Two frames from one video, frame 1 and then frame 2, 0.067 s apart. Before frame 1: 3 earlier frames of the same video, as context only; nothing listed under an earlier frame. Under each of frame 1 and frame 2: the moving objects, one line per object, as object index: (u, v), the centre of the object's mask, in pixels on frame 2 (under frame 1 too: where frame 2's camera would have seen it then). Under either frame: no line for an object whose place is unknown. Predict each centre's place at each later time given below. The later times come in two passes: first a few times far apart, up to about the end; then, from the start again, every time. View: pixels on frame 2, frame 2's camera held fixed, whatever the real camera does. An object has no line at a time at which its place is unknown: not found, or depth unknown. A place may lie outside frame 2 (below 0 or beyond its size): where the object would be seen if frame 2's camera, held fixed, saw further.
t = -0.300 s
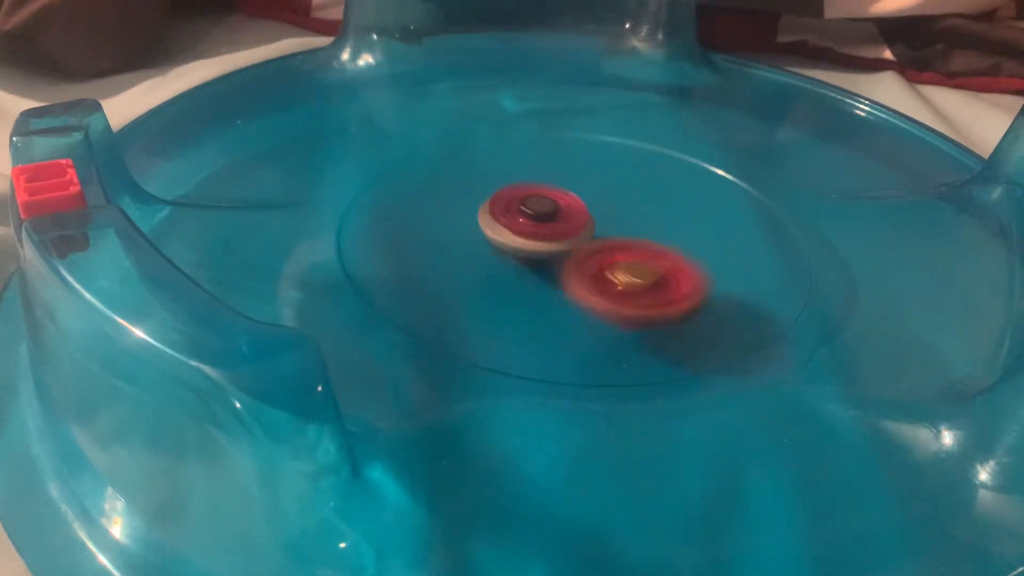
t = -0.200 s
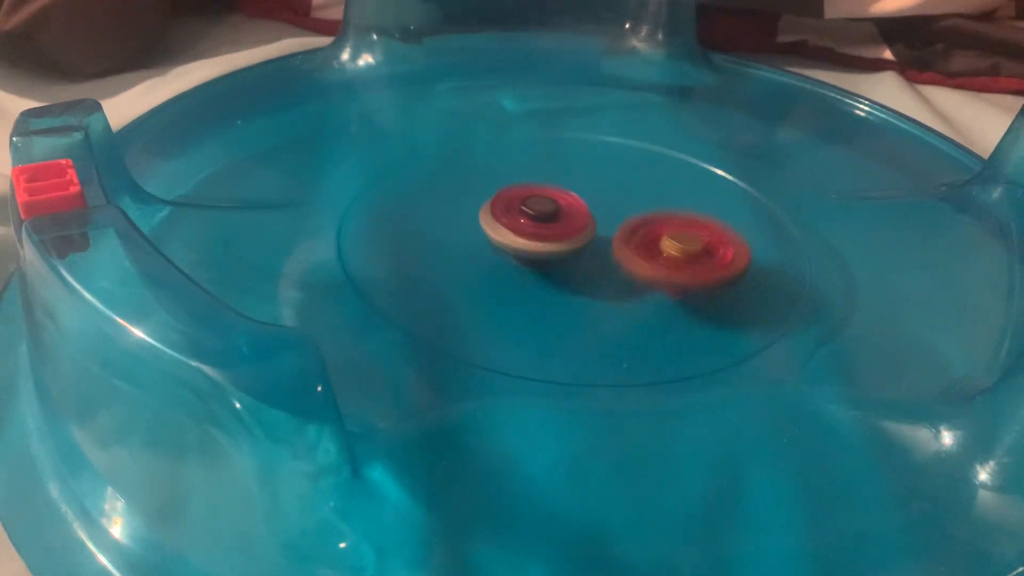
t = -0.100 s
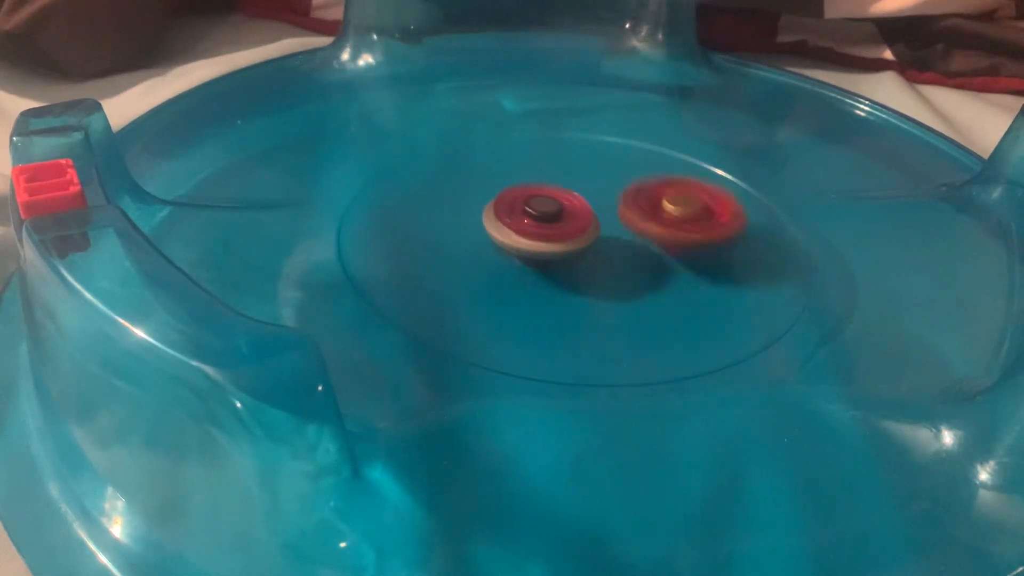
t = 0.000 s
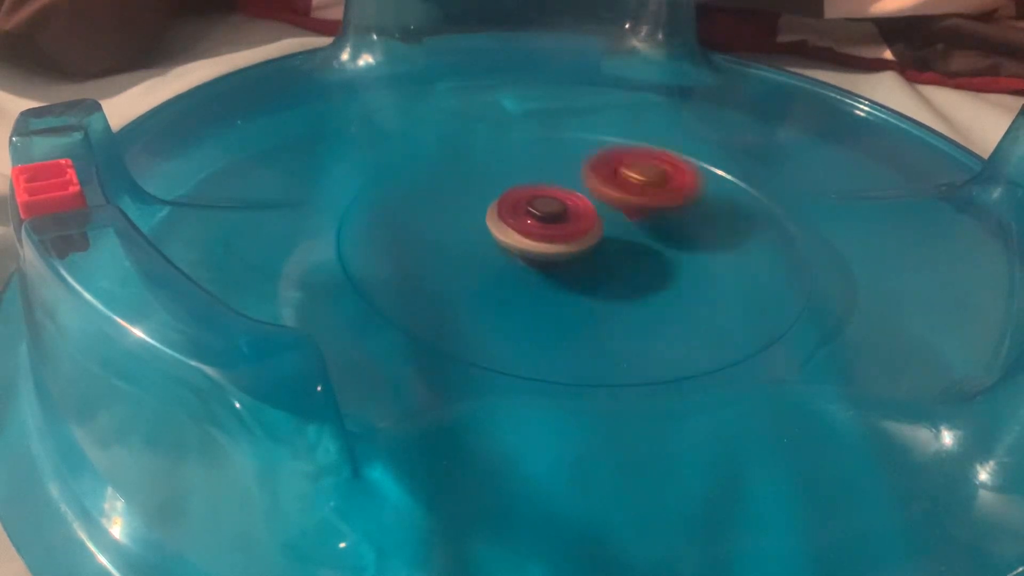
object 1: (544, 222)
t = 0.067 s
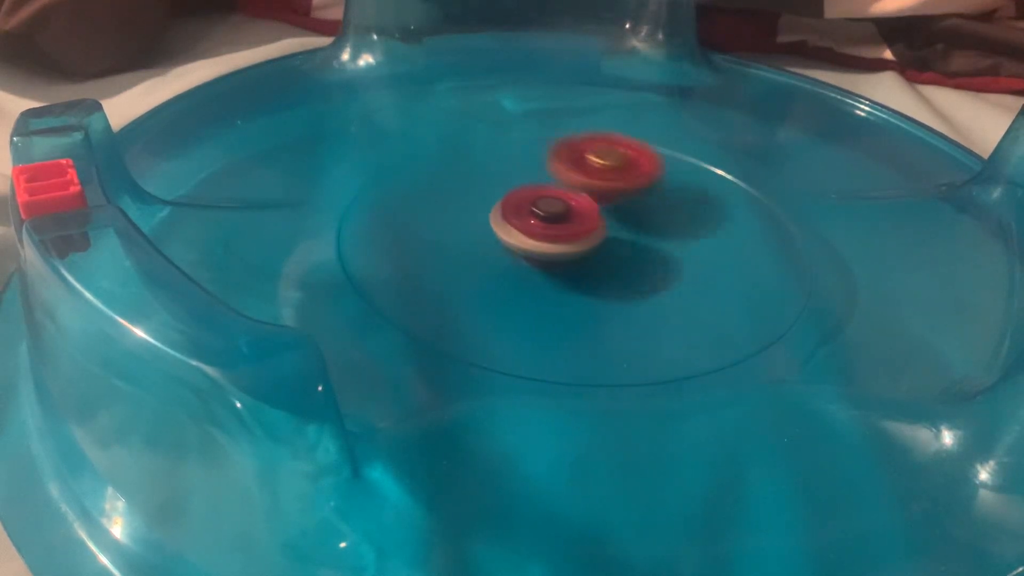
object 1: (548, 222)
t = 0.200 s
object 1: (555, 222)
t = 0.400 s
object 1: (562, 220)
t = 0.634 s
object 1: (562, 219)
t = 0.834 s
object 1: (557, 218)
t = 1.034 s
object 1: (519, 207)
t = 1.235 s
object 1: (489, 205)
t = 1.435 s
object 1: (483, 209)
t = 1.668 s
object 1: (461, 223)
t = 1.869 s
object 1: (469, 240)
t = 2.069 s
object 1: (489, 250)
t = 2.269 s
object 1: (514, 278)
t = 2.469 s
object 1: (542, 283)
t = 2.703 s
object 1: (569, 277)
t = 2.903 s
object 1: (631, 317)
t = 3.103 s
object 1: (749, 423)
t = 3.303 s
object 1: (740, 454)
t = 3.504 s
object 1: (691, 466)
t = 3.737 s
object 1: (625, 449)
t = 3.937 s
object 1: (582, 410)
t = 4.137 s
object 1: (575, 365)
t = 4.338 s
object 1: (606, 297)
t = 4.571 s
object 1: (577, 132)
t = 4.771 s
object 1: (536, 89)
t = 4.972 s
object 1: (470, 86)
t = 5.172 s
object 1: (520, 233)
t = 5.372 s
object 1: (720, 267)
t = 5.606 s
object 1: (756, 268)
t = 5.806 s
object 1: (704, 269)
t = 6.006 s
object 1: (560, 242)
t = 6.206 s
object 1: (544, 244)
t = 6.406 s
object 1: (544, 239)
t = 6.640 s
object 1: (542, 261)
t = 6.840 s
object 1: (536, 271)
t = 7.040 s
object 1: (525, 281)
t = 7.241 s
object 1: (523, 288)
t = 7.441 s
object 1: (558, 265)
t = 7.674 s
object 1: (624, 243)
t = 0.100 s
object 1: (550, 223)
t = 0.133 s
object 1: (551, 222)
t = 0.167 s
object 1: (553, 222)
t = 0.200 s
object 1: (555, 222)
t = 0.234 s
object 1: (556, 222)
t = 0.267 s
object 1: (558, 222)
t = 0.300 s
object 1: (559, 221)
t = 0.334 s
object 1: (560, 221)
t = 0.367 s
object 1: (561, 220)
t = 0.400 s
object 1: (562, 220)
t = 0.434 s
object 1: (562, 220)
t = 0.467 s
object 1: (563, 220)
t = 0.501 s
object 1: (563, 219)
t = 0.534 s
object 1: (562, 219)
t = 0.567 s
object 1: (562, 219)
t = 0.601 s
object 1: (562, 219)
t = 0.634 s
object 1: (562, 219)
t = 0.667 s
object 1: (561, 218)
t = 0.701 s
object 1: (561, 217)
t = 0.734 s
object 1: (560, 217)
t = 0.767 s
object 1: (559, 217)
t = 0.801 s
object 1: (558, 217)
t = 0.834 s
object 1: (557, 218)
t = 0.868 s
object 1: (556, 219)
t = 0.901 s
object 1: (554, 219)
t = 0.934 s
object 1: (554, 220)
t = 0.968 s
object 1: (552, 221)
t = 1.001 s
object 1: (538, 213)
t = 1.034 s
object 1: (519, 207)
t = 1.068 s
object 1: (508, 203)
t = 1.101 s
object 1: (501, 202)
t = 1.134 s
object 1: (498, 202)
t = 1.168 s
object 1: (495, 203)
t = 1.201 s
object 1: (492, 204)
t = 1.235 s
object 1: (489, 205)
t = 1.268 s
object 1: (487, 206)
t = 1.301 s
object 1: (485, 207)
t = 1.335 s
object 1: (484, 207)
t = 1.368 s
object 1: (484, 208)
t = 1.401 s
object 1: (483, 209)
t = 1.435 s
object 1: (483, 209)
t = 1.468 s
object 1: (483, 210)
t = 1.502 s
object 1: (484, 211)
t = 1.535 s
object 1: (485, 211)
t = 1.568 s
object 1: (481, 213)
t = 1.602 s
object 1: (467, 217)
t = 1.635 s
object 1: (461, 220)
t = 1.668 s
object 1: (461, 223)
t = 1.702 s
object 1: (462, 225)
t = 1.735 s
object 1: (463, 227)
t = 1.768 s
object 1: (466, 229)
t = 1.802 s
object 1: (468, 232)
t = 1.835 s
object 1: (466, 237)
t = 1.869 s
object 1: (469, 240)
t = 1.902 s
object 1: (471, 243)
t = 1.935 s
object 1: (473, 245)
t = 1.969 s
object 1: (477, 247)
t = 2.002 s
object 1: (481, 248)
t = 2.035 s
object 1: (485, 250)
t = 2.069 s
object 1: (489, 250)
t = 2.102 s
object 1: (494, 252)
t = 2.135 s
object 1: (499, 252)
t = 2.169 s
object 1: (504, 253)
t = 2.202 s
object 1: (506, 261)
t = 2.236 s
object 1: (509, 272)
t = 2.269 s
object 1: (514, 278)
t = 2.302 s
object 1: (520, 280)
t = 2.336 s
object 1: (524, 282)
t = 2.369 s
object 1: (529, 282)
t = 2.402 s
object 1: (534, 283)
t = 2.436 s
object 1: (538, 283)
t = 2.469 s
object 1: (542, 283)
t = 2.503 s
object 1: (546, 282)
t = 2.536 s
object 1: (551, 282)
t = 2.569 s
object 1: (554, 282)
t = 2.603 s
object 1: (558, 281)
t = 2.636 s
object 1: (562, 280)
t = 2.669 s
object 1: (566, 278)
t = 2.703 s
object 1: (569, 277)
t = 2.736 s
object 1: (572, 275)
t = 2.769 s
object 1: (575, 273)
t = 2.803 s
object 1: (578, 270)
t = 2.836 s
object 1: (581, 269)
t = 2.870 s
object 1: (594, 281)
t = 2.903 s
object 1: (631, 317)
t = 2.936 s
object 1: (665, 337)
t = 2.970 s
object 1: (695, 363)
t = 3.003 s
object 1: (719, 389)
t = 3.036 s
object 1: (736, 407)
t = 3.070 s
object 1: (746, 417)
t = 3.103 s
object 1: (749, 423)
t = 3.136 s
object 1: (751, 429)
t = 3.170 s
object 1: (752, 434)
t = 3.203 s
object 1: (751, 439)
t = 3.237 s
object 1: (748, 445)
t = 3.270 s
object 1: (745, 450)
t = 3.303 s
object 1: (740, 454)
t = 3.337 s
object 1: (734, 458)
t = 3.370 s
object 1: (727, 461)
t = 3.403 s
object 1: (719, 464)
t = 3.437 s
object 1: (710, 465)
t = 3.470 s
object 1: (701, 466)
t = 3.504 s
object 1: (691, 466)
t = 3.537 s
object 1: (681, 466)
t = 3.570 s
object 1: (672, 465)
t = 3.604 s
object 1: (662, 464)
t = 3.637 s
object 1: (652, 460)
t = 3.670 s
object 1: (643, 457)
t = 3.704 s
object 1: (634, 454)
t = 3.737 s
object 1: (625, 449)
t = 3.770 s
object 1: (616, 444)
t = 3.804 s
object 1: (608, 438)
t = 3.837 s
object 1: (599, 432)
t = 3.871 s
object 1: (592, 425)
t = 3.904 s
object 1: (586, 418)
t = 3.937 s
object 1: (582, 410)
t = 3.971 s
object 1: (578, 403)
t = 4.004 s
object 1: (576, 394)
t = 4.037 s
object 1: (574, 387)
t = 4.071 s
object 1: (573, 379)
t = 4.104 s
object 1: (574, 371)
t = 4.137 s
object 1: (575, 365)
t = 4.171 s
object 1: (576, 358)
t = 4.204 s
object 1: (578, 350)
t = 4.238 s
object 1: (584, 340)
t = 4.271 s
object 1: (593, 327)
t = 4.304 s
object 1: (605, 314)
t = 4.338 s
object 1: (606, 297)
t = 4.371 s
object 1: (600, 276)
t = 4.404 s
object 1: (597, 253)
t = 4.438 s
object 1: (595, 228)
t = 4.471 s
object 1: (593, 203)
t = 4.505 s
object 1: (591, 178)
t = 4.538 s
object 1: (586, 155)
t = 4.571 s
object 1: (577, 132)
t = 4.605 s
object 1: (568, 113)
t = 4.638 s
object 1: (558, 98)
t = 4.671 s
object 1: (548, 93)
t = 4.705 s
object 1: (541, 88)
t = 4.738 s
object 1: (538, 88)
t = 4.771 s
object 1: (536, 89)
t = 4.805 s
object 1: (524, 69)
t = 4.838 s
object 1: (504, 41)
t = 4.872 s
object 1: (492, 27)
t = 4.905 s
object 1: (482, 33)
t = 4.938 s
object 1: (473, 58)
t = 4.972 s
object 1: (470, 86)
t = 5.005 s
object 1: (468, 114)
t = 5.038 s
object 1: (469, 145)
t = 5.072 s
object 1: (475, 172)
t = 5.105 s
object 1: (483, 196)
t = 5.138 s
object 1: (500, 218)
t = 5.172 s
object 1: (520, 233)
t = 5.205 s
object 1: (553, 236)
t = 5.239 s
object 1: (589, 246)
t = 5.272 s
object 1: (626, 253)
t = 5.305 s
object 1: (664, 259)
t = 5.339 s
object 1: (692, 264)
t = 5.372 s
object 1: (720, 267)
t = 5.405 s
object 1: (743, 267)
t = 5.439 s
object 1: (758, 268)
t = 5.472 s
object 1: (767, 269)
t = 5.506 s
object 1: (767, 269)
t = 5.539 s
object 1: (765, 268)
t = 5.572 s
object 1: (761, 268)
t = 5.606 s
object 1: (756, 268)
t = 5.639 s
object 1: (750, 268)
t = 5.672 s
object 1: (744, 270)
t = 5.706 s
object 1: (735, 271)
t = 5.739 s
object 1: (726, 269)
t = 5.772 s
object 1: (716, 269)
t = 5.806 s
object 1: (704, 269)
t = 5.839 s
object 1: (688, 267)
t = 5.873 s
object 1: (666, 264)
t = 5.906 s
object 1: (643, 261)
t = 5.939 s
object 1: (616, 256)
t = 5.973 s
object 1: (587, 249)
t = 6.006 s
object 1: (560, 242)
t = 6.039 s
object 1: (538, 235)
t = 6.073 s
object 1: (541, 242)
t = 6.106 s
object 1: (546, 244)
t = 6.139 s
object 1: (546, 246)
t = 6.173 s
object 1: (544, 245)
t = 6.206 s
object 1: (544, 244)
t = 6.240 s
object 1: (543, 243)
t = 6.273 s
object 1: (542, 242)
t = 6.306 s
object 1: (542, 241)
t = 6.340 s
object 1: (542, 240)
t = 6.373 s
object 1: (543, 239)
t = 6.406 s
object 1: (544, 239)
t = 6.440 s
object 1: (544, 238)
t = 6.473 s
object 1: (542, 245)
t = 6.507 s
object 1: (539, 254)
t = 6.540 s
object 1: (538, 259)
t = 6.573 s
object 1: (538, 260)
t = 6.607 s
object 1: (540, 260)
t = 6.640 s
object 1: (542, 261)
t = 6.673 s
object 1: (544, 262)
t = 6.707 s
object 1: (544, 261)
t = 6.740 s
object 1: (547, 262)
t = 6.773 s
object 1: (542, 266)
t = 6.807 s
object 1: (537, 271)
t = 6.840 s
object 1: (536, 271)
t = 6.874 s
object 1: (537, 272)
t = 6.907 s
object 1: (538, 273)
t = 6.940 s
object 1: (536, 272)
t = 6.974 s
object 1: (536, 272)
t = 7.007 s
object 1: (536, 272)
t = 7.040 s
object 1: (525, 281)
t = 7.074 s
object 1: (519, 287)
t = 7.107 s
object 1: (518, 290)
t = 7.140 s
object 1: (517, 289)
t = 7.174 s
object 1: (517, 288)
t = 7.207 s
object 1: (521, 287)
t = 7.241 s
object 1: (523, 288)
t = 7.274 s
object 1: (525, 287)
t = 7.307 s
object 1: (529, 286)
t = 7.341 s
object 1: (534, 281)
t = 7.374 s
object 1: (540, 277)
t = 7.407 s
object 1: (548, 271)
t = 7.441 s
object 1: (558, 265)
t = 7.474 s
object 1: (568, 260)
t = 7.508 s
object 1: (579, 254)
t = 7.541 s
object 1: (589, 247)
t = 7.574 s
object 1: (601, 241)
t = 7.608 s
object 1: (612, 236)
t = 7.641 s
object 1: (619, 239)
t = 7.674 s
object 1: (624, 243)
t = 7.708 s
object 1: (628, 245)
